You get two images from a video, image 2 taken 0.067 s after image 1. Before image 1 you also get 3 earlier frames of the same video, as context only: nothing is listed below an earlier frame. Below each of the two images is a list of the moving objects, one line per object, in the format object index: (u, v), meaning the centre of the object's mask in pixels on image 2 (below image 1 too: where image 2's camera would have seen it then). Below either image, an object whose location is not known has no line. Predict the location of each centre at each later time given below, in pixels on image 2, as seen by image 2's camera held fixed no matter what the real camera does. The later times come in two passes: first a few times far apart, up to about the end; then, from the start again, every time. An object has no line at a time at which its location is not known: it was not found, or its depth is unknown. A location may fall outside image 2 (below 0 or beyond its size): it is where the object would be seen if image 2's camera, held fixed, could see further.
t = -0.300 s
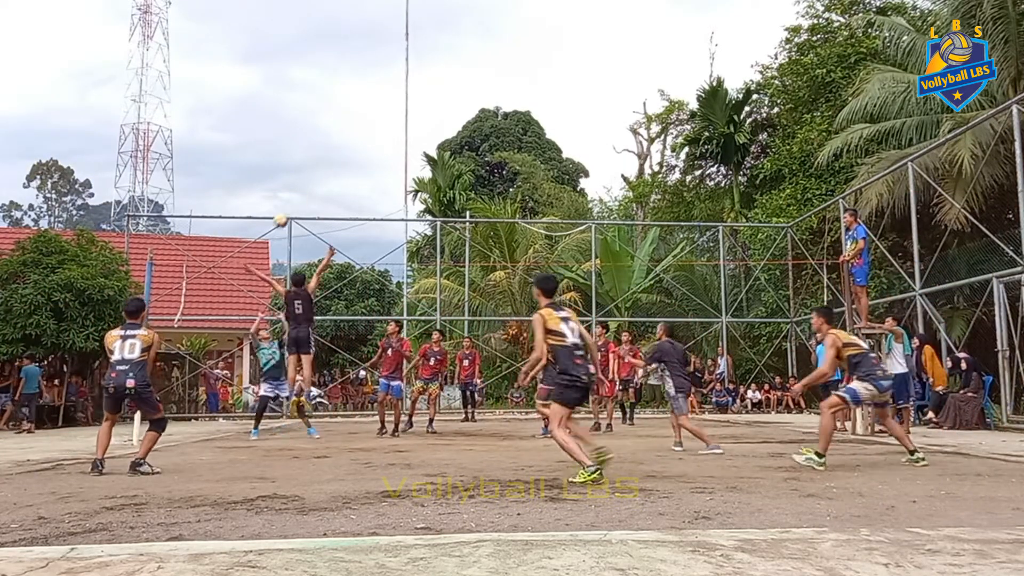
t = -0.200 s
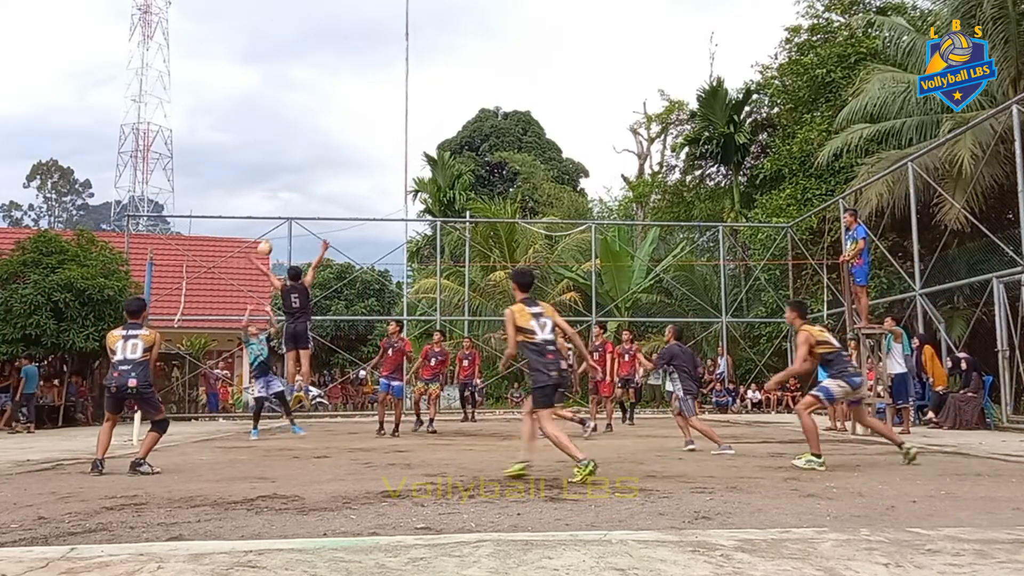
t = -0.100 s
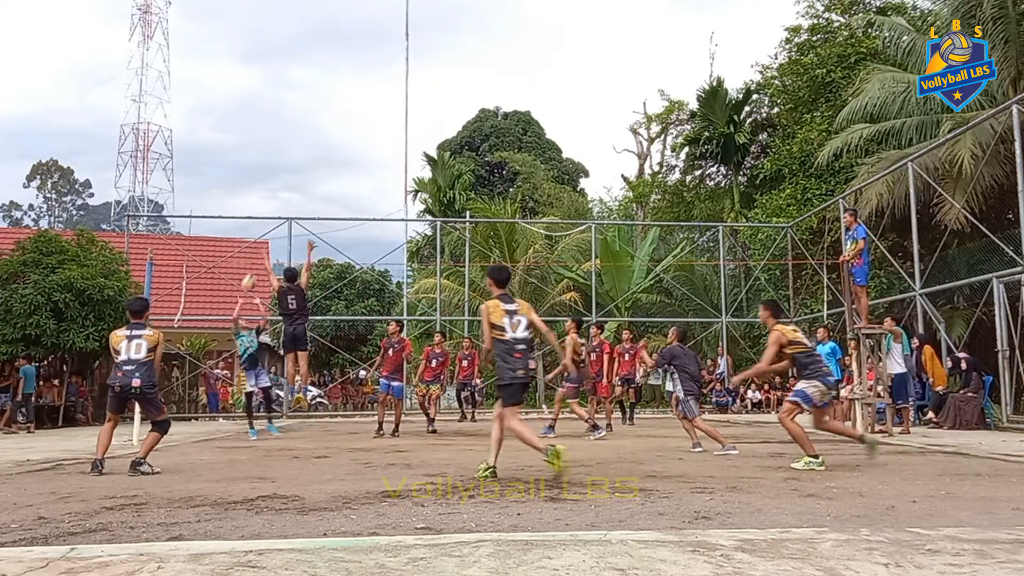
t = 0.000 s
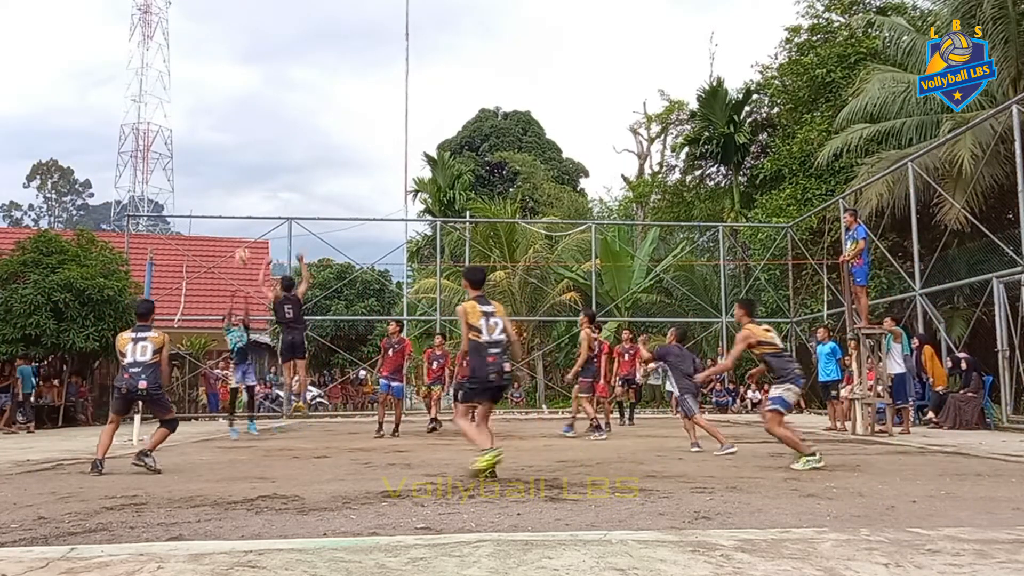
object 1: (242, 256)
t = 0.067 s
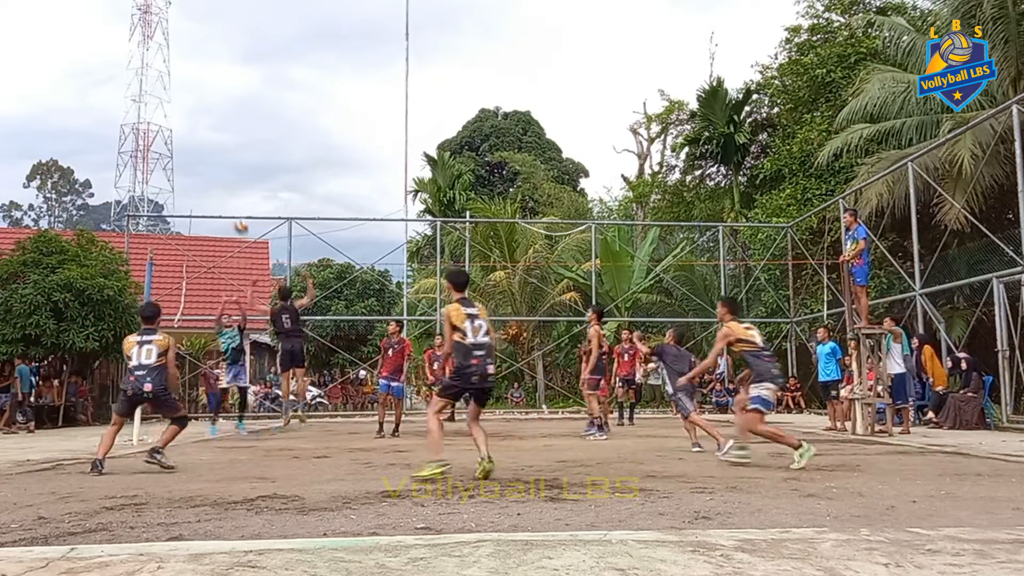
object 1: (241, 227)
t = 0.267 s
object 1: (233, 146)
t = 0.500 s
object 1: (219, 77)
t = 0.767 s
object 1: (196, 40)
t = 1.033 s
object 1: (160, 76)
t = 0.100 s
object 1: (239, 212)
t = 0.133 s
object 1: (238, 197)
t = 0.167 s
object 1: (237, 184)
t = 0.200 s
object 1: (235, 170)
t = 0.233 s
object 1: (234, 158)
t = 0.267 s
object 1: (233, 146)
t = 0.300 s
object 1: (232, 135)
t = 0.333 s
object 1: (230, 124)
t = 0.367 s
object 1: (228, 113)
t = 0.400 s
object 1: (226, 104)
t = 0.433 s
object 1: (224, 94)
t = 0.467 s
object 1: (221, 85)
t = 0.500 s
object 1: (219, 77)
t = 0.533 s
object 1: (217, 69)
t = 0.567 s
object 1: (215, 62)
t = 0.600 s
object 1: (212, 56)
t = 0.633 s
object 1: (209, 51)
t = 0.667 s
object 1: (205, 47)
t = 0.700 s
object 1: (202, 44)
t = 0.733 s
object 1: (199, 42)
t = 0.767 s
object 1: (196, 40)
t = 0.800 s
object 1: (192, 40)
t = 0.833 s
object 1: (188, 41)
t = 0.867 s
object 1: (184, 43)
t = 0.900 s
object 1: (180, 47)
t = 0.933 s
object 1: (176, 52)
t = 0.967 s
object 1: (171, 58)
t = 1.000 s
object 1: (166, 67)
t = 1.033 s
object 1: (160, 76)
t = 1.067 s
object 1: (155, 87)
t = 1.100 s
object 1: (149, 99)
